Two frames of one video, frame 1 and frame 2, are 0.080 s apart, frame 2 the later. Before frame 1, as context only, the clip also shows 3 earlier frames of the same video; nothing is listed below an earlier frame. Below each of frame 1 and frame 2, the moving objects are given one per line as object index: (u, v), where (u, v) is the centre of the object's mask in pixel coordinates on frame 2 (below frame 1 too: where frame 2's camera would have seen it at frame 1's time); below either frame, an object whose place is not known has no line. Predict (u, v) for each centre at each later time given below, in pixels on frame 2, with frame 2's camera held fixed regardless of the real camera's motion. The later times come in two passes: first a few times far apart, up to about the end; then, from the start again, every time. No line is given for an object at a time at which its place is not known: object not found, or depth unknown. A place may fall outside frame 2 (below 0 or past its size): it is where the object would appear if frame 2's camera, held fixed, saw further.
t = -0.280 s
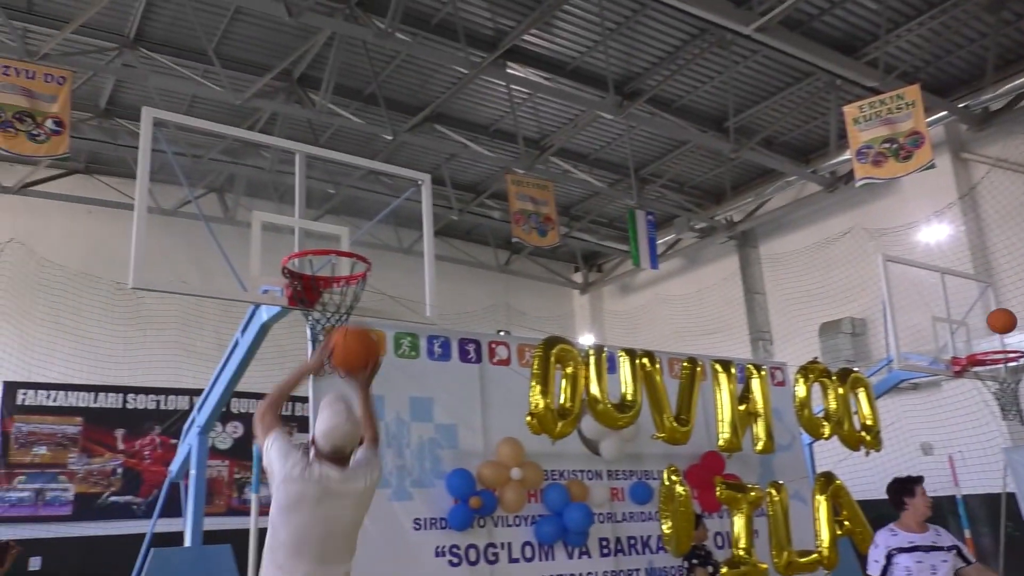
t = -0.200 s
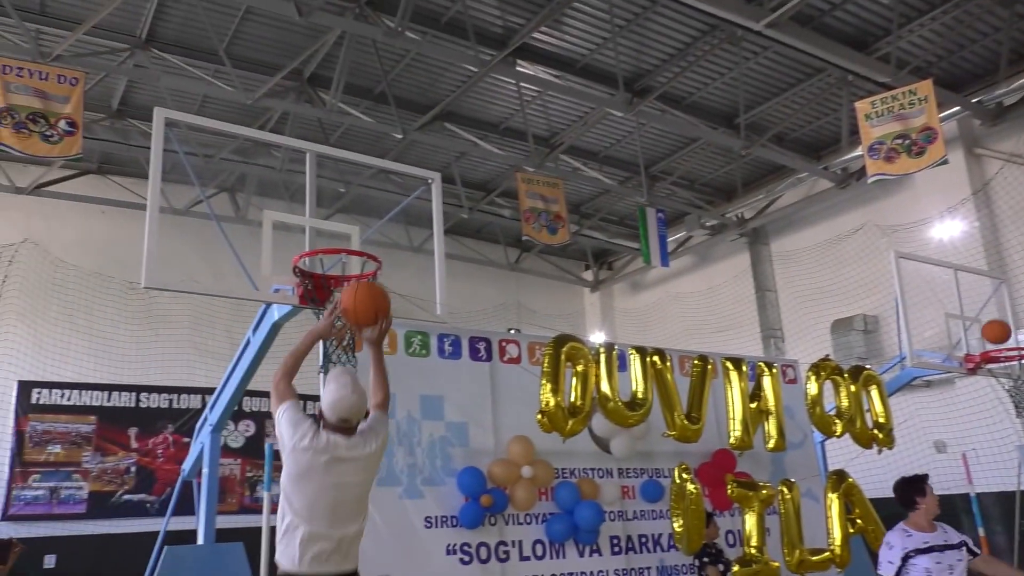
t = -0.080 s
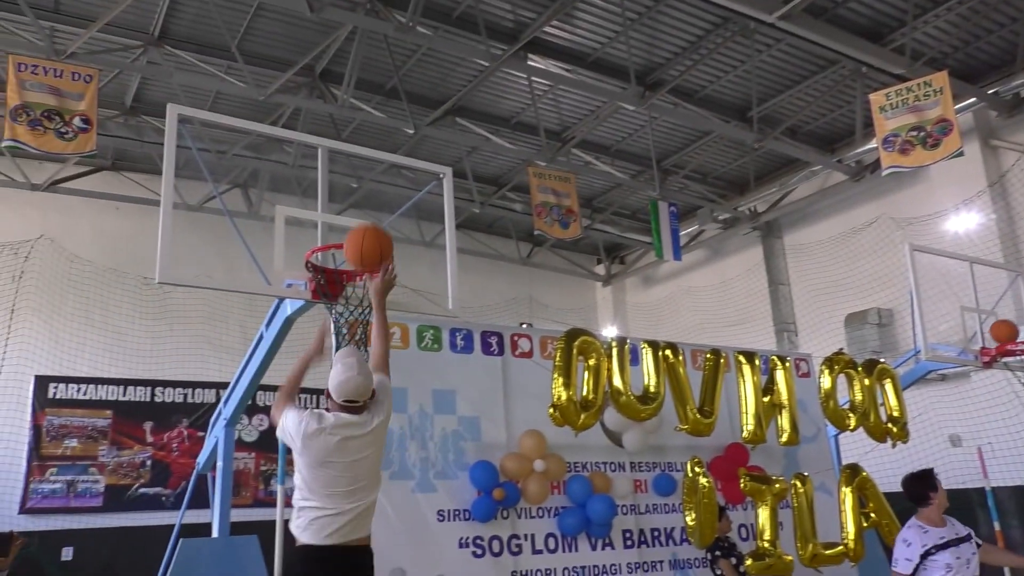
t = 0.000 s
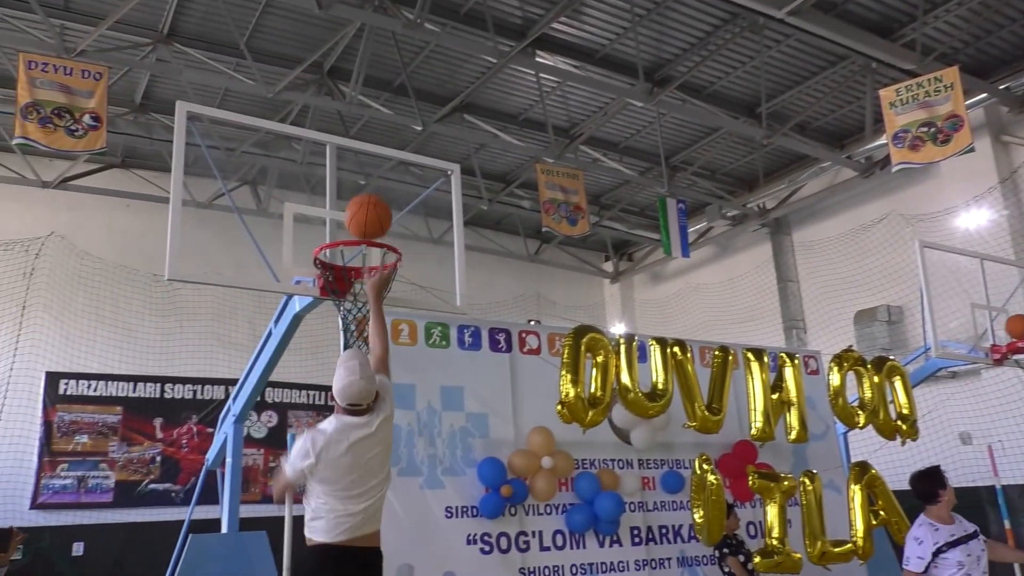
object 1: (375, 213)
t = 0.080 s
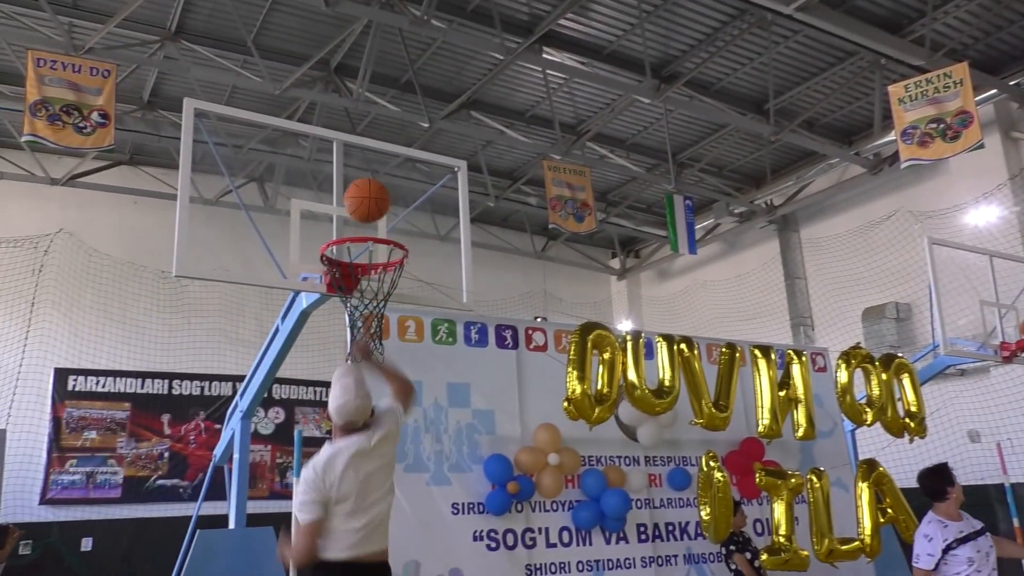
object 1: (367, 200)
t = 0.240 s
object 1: (352, 206)
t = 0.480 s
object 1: (351, 230)
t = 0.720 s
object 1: (370, 259)
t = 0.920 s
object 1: (365, 327)
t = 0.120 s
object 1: (363, 198)
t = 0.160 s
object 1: (359, 198)
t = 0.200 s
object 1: (356, 200)
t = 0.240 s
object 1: (352, 206)
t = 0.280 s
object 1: (349, 214)
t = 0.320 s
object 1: (345, 222)
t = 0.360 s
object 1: (342, 236)
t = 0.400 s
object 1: (342, 240)
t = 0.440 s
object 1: (346, 234)
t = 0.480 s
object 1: (351, 230)
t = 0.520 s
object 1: (354, 224)
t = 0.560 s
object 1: (358, 224)
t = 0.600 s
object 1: (362, 230)
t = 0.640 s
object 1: (366, 238)
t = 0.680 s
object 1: (370, 249)
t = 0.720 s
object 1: (370, 259)
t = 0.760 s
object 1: (368, 267)
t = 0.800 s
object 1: (367, 280)
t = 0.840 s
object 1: (366, 296)
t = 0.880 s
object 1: (366, 313)
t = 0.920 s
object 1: (365, 327)
